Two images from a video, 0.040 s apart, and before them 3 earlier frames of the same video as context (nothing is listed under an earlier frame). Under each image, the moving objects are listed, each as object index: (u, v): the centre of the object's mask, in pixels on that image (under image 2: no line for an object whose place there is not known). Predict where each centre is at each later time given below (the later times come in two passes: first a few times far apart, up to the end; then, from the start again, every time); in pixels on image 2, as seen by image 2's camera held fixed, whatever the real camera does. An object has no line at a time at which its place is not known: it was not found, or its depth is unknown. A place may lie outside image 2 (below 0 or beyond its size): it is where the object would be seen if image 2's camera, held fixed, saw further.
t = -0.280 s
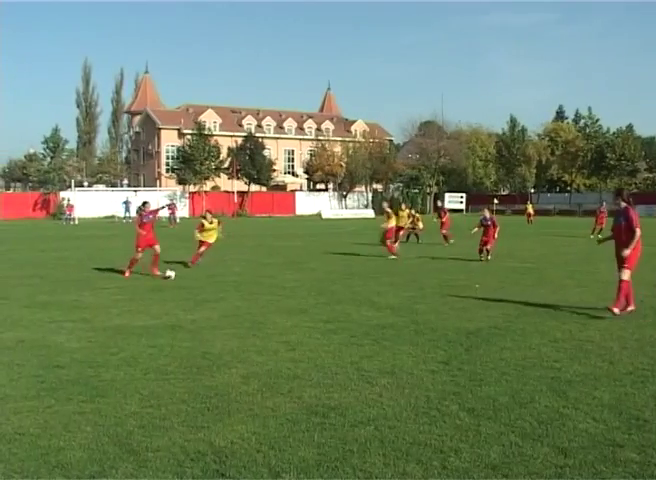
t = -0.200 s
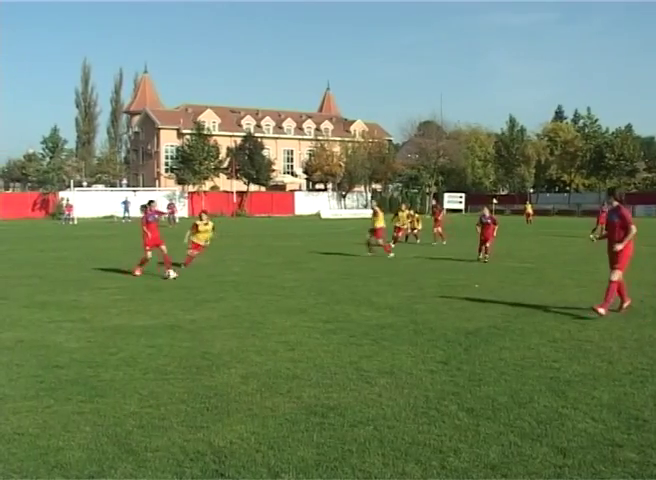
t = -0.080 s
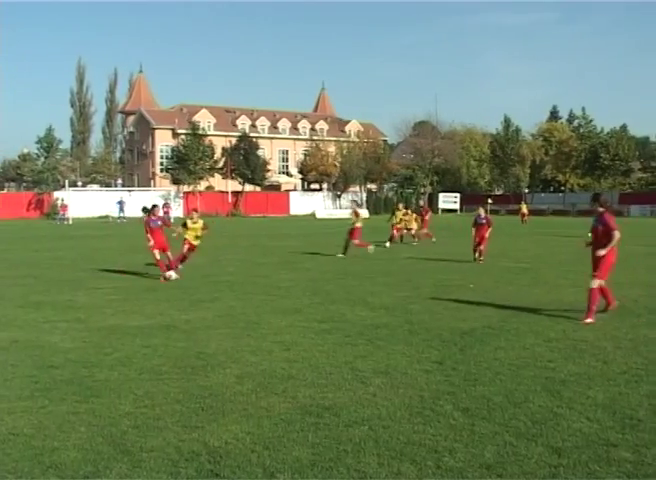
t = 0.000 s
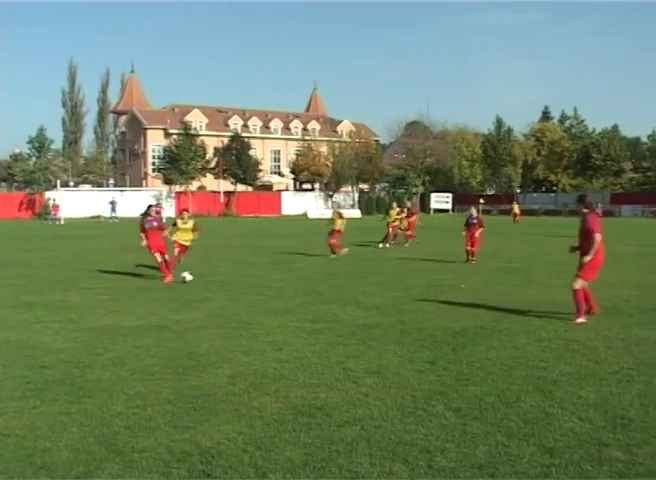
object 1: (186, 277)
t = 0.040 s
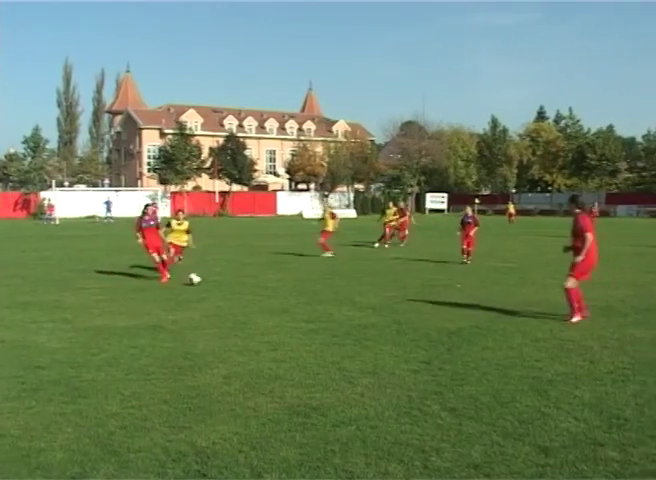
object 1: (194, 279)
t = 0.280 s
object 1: (277, 291)
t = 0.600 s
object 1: (407, 312)
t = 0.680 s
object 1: (441, 317)
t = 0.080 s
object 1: (207, 282)
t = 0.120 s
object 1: (220, 285)
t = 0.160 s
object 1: (234, 285)
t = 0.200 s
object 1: (248, 286)
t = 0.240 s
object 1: (262, 289)
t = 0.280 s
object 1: (277, 291)
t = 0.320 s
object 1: (293, 294)
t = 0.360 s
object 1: (308, 299)
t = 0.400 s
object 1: (324, 300)
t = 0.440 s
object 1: (339, 303)
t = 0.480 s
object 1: (356, 305)
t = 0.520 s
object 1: (372, 307)
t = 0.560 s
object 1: (389, 309)
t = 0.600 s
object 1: (407, 312)
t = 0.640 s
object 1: (424, 314)
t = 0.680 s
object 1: (441, 317)
